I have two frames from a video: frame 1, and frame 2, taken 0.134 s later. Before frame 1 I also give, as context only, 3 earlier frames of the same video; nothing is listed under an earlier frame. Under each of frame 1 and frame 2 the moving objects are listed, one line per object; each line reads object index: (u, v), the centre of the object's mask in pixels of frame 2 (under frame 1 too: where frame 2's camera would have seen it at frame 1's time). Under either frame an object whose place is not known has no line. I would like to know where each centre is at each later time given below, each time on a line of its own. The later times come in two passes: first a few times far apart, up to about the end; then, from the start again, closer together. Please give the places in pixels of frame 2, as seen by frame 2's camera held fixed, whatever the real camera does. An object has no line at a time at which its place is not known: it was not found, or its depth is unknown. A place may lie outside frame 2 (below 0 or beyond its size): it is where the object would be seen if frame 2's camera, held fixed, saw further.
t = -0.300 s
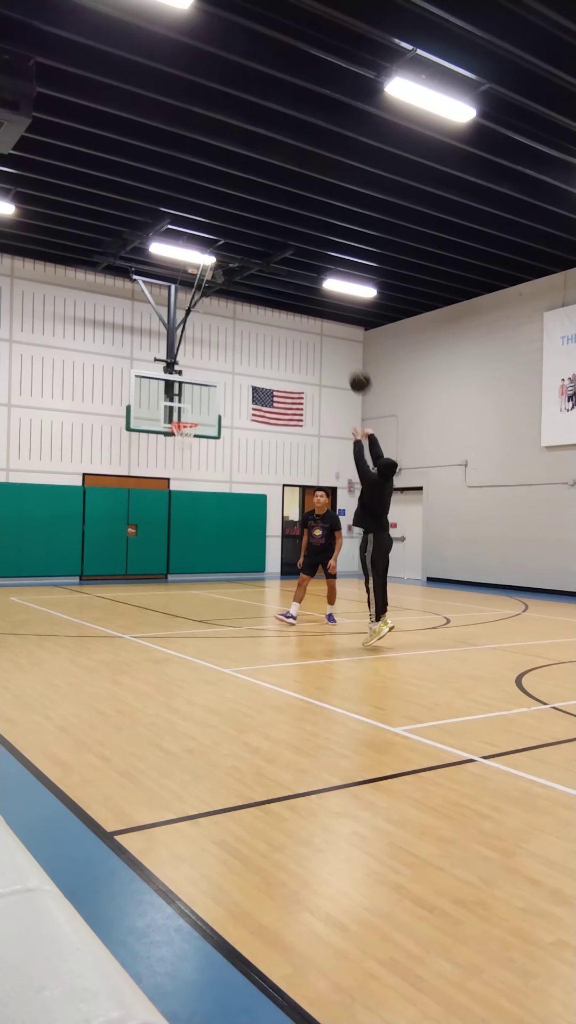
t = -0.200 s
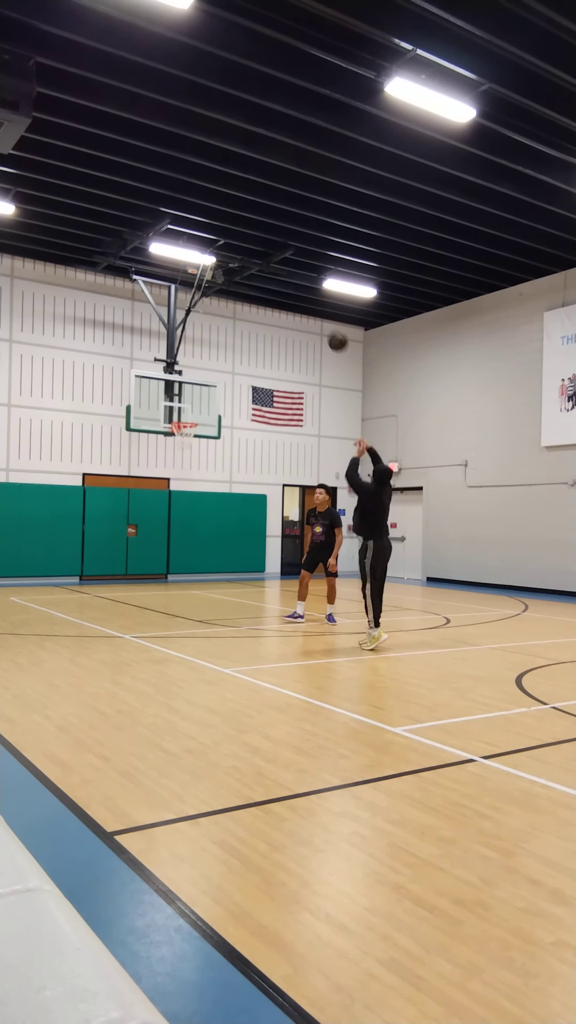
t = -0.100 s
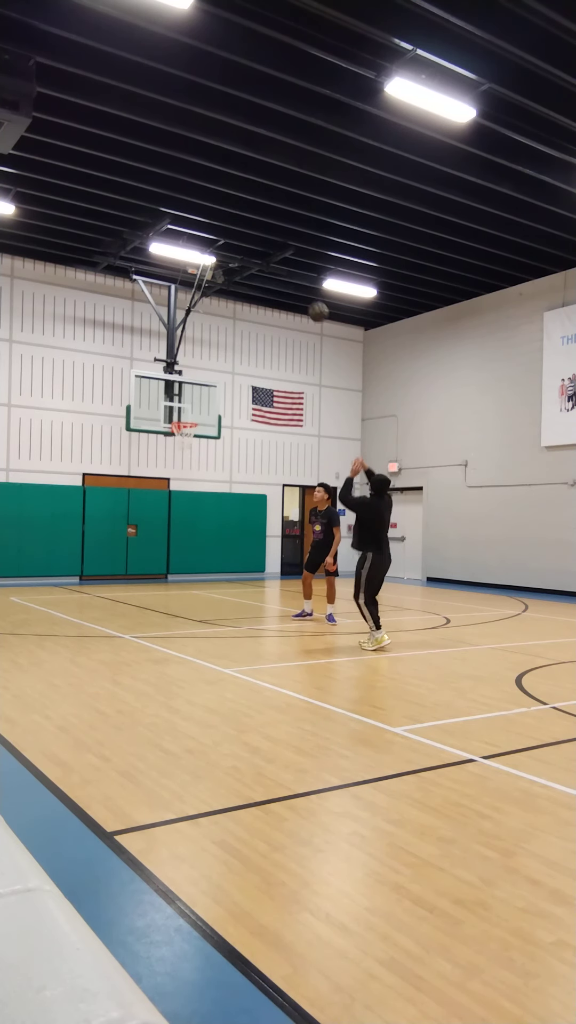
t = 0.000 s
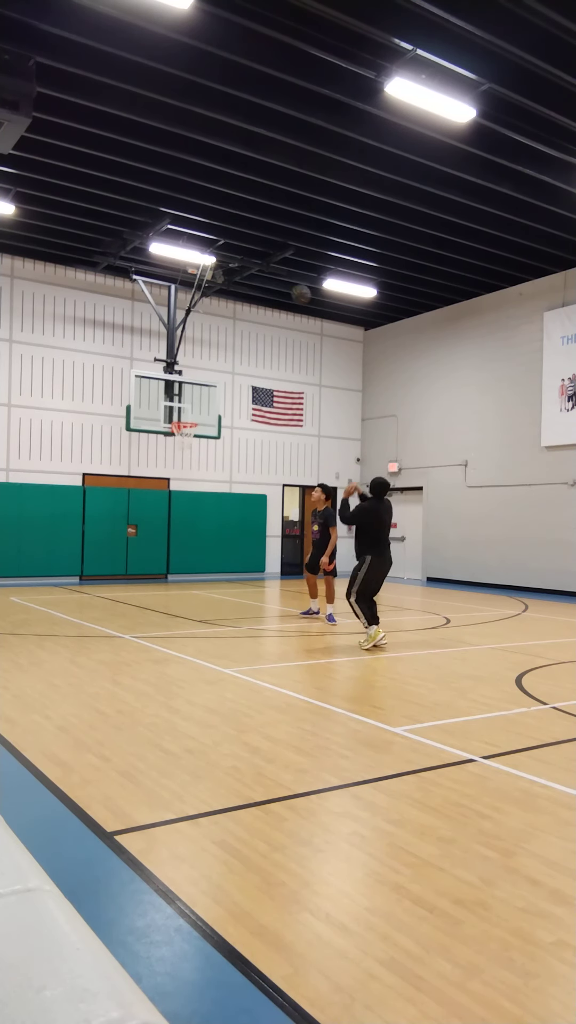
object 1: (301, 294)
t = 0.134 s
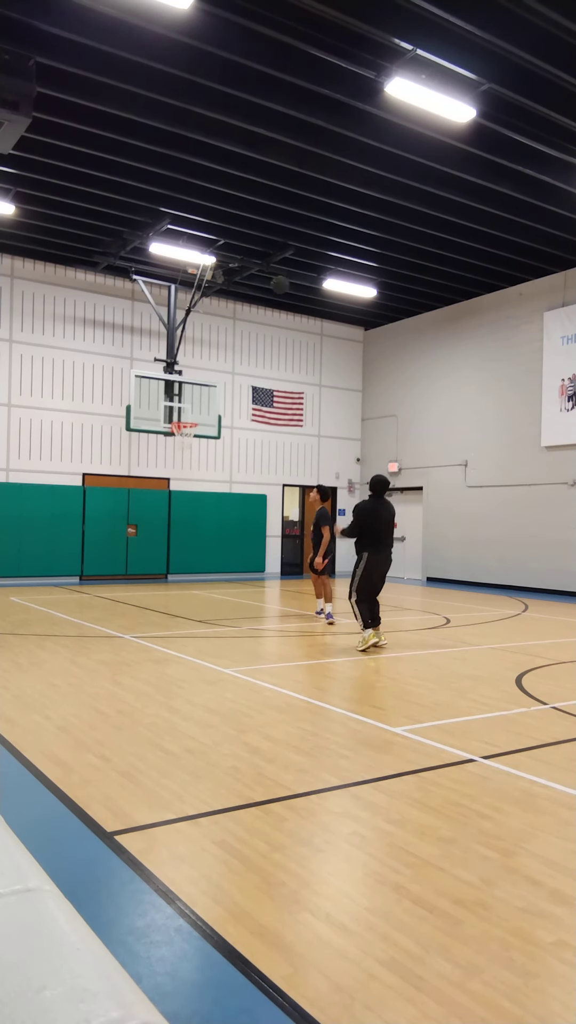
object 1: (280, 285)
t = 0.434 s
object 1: (241, 306)
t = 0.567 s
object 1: (227, 331)
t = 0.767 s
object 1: (208, 380)
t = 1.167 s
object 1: (203, 379)
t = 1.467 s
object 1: (224, 374)
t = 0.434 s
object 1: (241, 306)
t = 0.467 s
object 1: (237, 312)
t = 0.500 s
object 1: (234, 317)
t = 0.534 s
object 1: (230, 324)
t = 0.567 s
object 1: (227, 331)
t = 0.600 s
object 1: (224, 338)
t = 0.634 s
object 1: (220, 346)
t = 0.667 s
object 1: (217, 354)
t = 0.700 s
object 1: (214, 363)
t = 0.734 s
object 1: (211, 371)
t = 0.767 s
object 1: (208, 380)
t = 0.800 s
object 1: (205, 390)
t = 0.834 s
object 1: (202, 400)
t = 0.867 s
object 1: (199, 410)
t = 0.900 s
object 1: (197, 419)
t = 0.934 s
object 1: (196, 413)
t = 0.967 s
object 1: (195, 407)
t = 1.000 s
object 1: (194, 401)
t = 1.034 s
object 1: (194, 396)
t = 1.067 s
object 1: (196, 390)
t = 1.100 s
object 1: (198, 386)
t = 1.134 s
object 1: (200, 382)
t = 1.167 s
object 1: (203, 379)
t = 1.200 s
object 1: (205, 376)
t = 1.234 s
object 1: (208, 374)
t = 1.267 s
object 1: (210, 372)
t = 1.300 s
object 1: (212, 371)
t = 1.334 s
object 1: (215, 370)
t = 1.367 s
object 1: (217, 370)
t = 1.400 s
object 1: (220, 371)
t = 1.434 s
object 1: (222, 372)
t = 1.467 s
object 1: (224, 374)
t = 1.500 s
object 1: (227, 376)
